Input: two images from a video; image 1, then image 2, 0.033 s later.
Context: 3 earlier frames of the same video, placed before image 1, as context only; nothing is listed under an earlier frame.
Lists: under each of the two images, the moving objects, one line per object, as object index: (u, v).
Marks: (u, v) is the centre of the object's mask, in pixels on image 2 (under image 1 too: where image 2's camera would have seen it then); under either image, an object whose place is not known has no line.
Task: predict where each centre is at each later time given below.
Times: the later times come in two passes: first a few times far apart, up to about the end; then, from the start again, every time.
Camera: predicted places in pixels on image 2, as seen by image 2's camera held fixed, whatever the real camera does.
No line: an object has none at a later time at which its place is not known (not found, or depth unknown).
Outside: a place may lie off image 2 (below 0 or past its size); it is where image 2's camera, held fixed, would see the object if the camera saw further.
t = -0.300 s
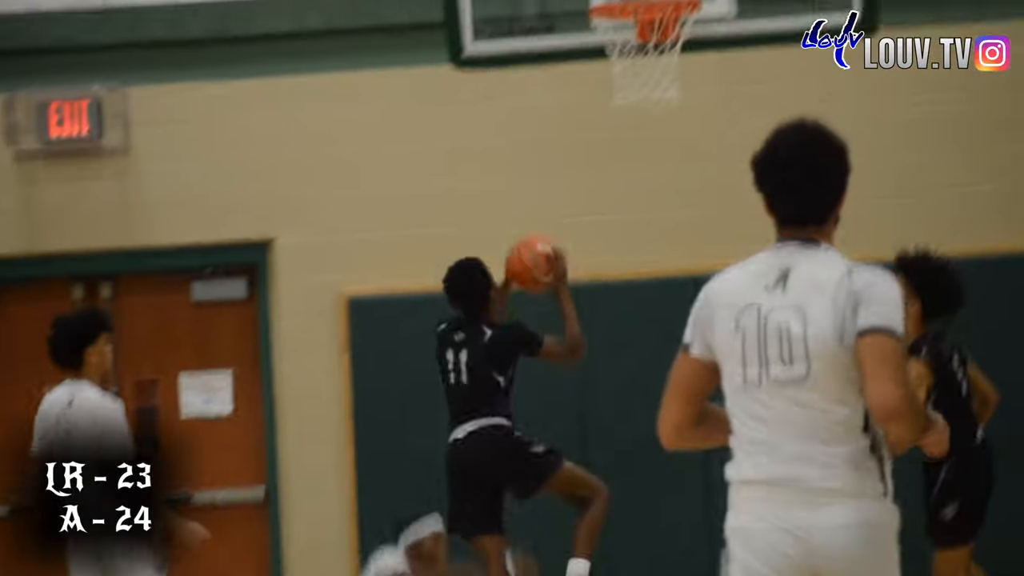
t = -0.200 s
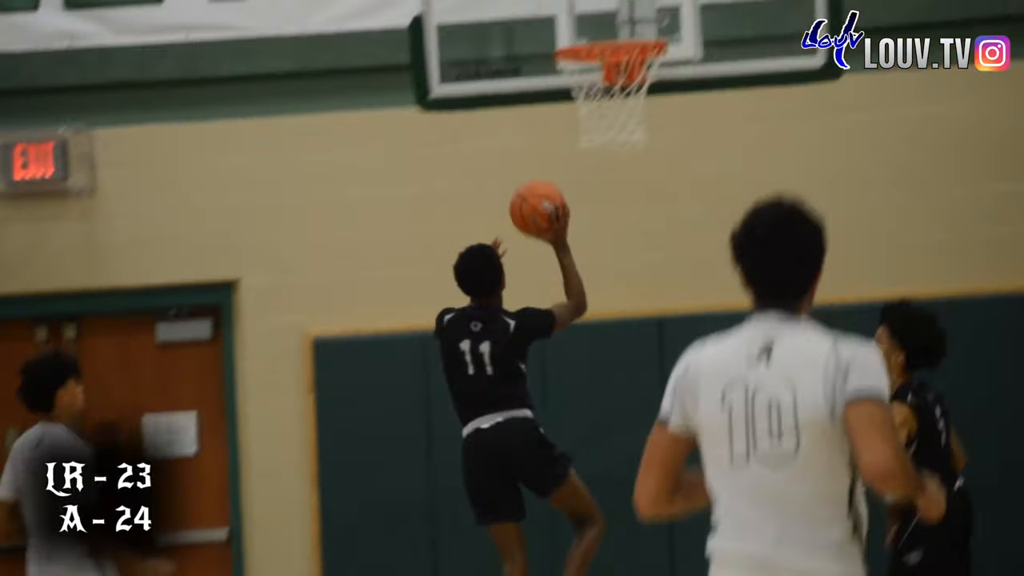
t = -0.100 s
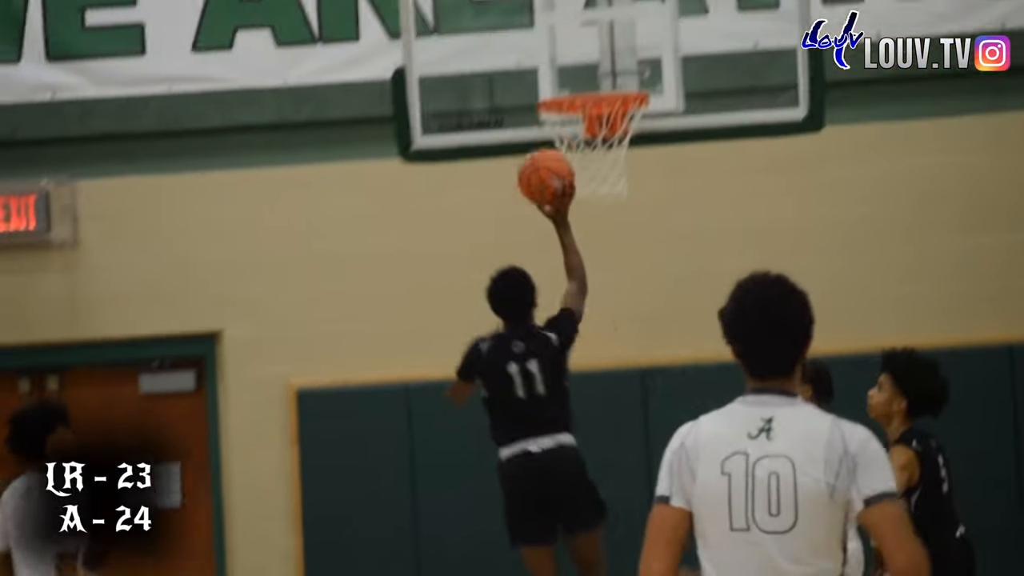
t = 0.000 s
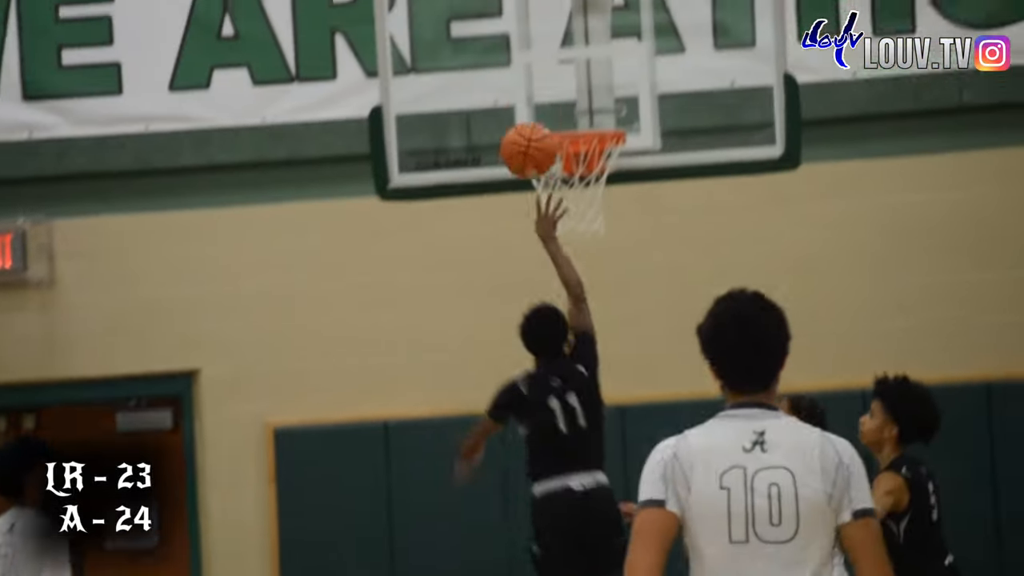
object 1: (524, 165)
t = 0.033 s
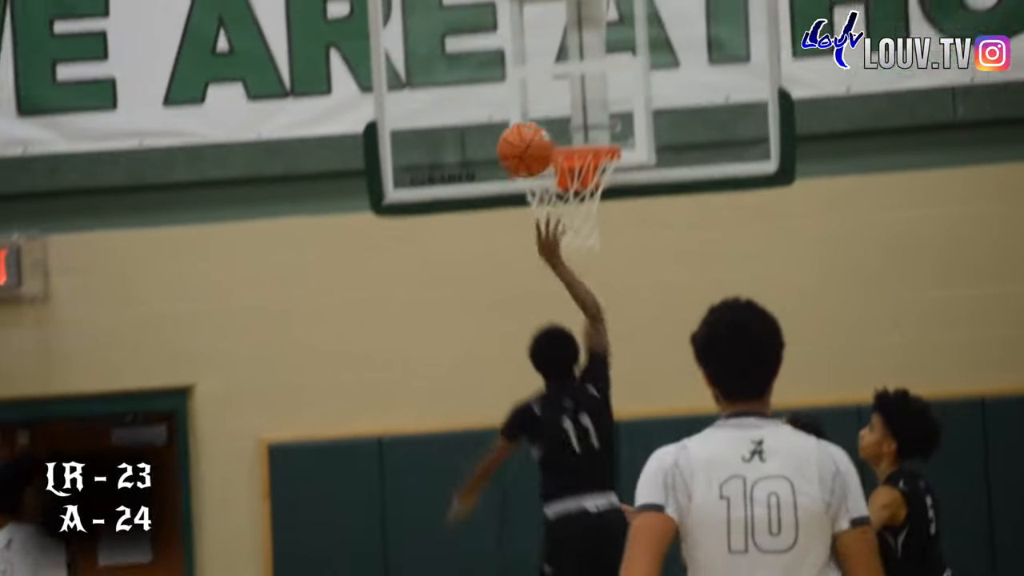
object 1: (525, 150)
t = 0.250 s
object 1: (537, 108)
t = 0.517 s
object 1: (556, 108)
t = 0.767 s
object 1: (575, 116)
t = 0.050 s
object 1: (526, 142)
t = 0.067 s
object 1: (527, 136)
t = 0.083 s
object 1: (528, 130)
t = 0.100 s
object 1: (529, 125)
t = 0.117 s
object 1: (529, 120)
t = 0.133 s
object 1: (531, 117)
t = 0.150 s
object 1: (531, 113)
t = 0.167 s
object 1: (533, 111)
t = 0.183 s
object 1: (534, 110)
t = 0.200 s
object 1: (536, 108)
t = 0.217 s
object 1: (536, 108)
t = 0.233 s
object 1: (537, 108)
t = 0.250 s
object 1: (537, 108)
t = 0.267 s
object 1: (539, 110)
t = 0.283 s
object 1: (540, 112)
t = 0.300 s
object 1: (542, 115)
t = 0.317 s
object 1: (543, 118)
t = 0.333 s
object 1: (544, 122)
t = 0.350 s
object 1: (546, 123)
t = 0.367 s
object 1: (547, 120)
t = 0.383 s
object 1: (547, 116)
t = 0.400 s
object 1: (549, 113)
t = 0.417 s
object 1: (549, 110)
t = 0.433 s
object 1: (550, 108)
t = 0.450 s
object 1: (551, 107)
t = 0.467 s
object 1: (552, 107)
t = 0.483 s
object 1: (553, 107)
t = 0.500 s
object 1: (555, 107)
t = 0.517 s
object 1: (556, 108)
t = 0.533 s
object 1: (557, 109)
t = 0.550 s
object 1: (558, 112)
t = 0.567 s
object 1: (559, 115)
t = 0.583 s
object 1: (561, 117)
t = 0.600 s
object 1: (562, 116)
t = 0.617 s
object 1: (562, 115)
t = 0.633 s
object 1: (562, 116)
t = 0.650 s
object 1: (565, 115)
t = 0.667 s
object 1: (567, 115)
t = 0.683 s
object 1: (569, 116)
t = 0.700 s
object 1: (570, 116)
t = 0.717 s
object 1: (571, 116)
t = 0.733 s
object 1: (573, 115)
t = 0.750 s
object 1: (574, 115)
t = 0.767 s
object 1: (575, 116)
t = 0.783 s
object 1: (576, 116)
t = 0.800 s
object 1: (577, 116)
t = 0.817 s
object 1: (578, 116)
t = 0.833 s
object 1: (580, 115)
